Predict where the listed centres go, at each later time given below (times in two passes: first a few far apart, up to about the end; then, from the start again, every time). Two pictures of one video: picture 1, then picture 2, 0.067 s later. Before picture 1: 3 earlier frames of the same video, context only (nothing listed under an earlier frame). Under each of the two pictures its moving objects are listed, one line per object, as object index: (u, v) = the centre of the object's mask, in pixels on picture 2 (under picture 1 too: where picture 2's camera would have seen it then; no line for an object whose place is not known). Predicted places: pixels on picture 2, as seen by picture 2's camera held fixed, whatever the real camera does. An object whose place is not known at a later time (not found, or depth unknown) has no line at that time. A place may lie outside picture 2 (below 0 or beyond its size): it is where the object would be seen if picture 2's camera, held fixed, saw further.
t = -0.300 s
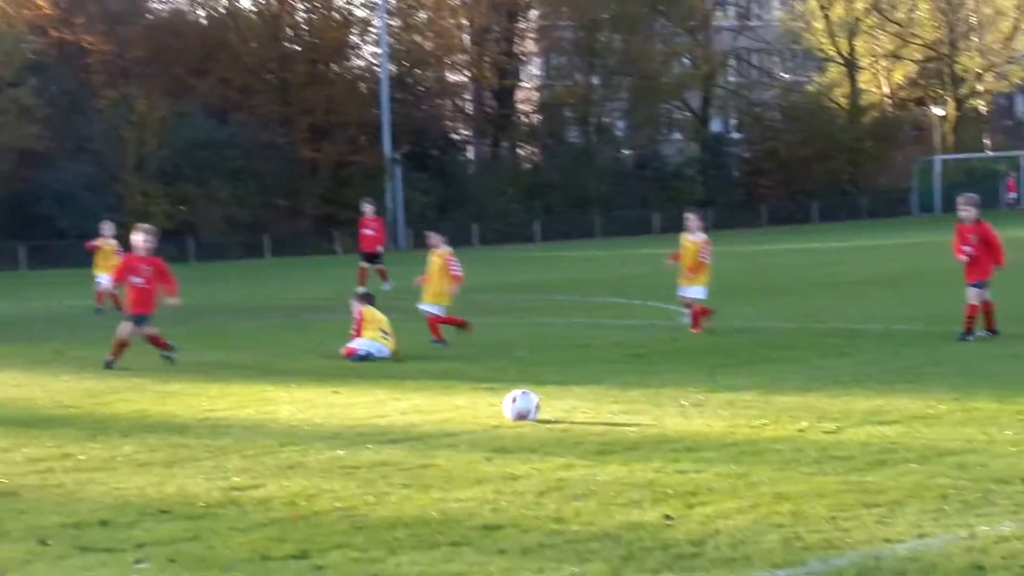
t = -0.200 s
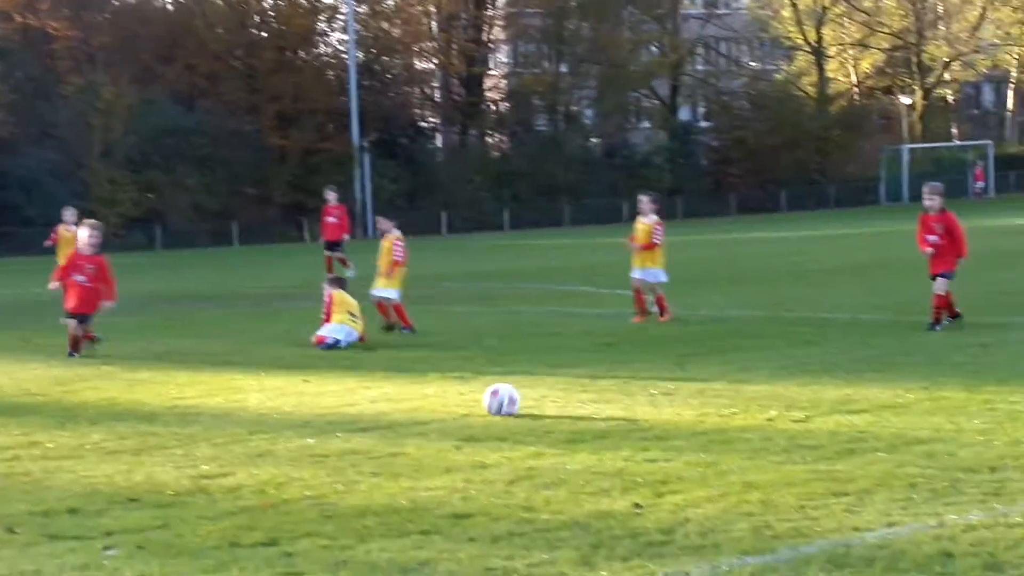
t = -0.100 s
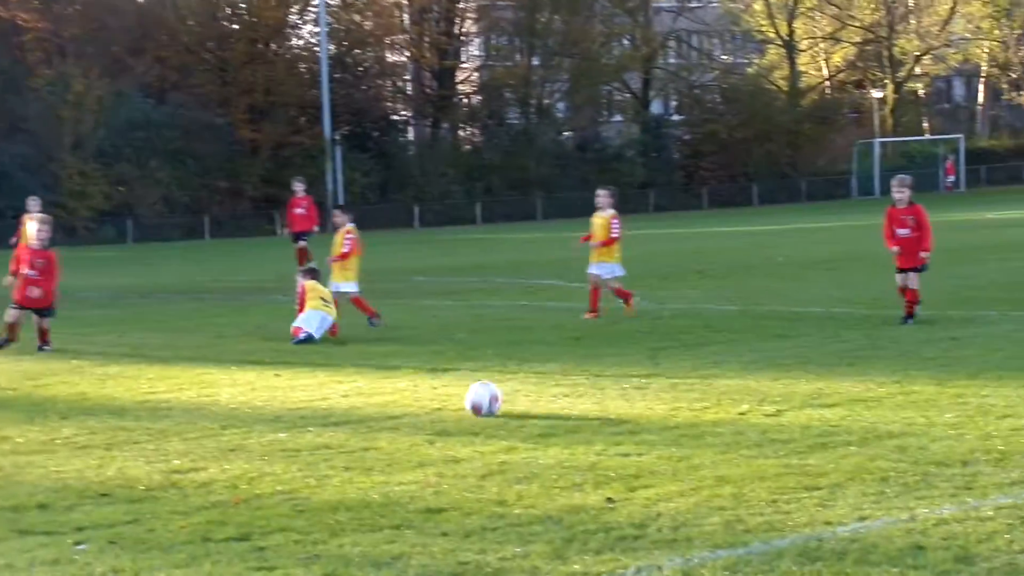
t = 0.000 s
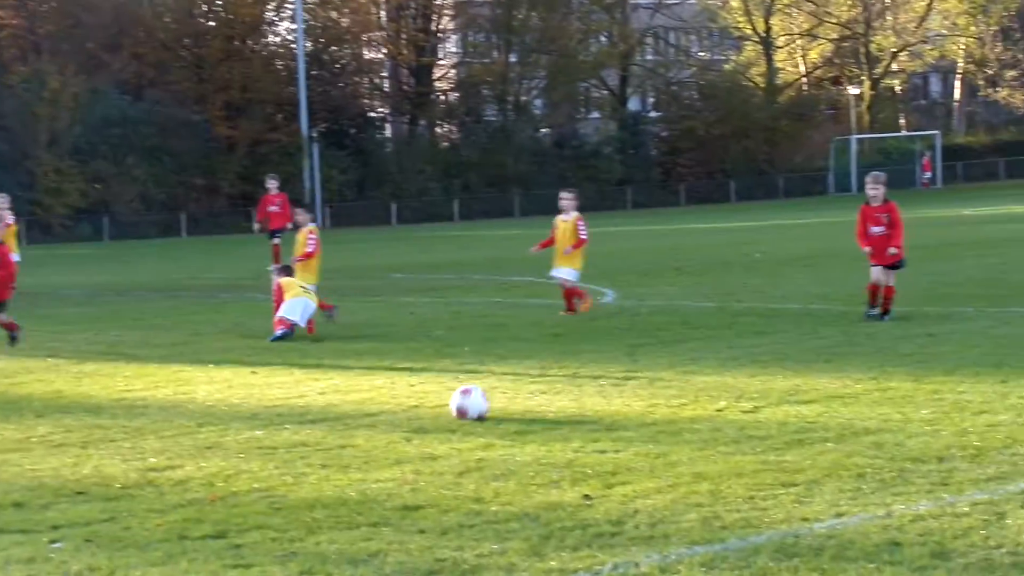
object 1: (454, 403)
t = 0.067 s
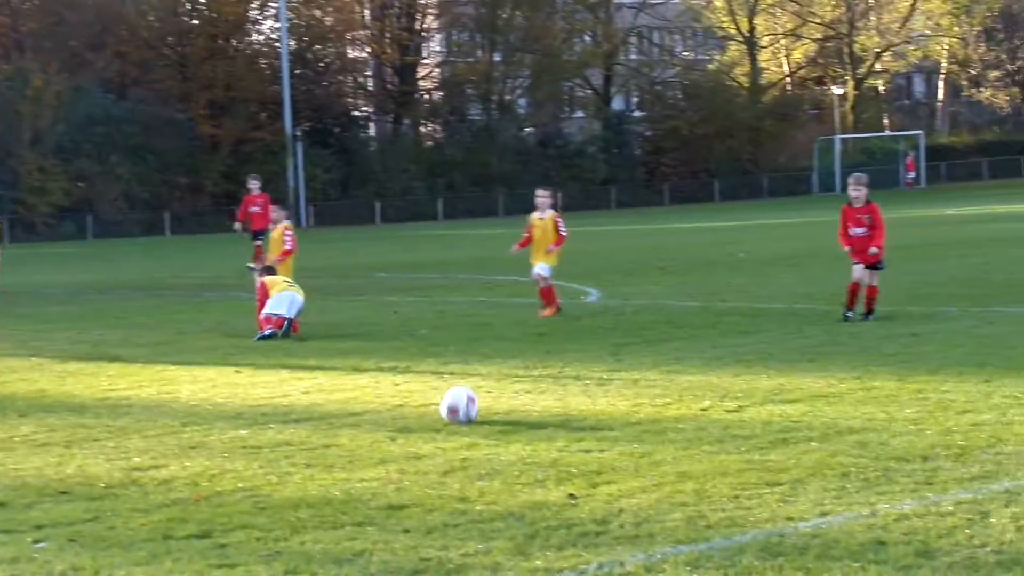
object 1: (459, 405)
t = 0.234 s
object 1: (471, 417)
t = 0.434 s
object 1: (487, 429)
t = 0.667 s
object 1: (509, 444)
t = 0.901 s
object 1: (533, 458)
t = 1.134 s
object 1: (556, 472)
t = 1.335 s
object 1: (578, 487)
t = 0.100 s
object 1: (462, 408)
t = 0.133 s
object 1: (464, 410)
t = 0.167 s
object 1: (467, 412)
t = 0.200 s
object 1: (469, 414)
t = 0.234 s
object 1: (471, 417)
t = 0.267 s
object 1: (474, 420)
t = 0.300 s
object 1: (477, 421)
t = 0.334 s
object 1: (479, 422)
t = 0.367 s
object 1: (482, 425)
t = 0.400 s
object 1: (485, 426)
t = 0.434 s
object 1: (487, 429)
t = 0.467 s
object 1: (491, 432)
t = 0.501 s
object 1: (493, 433)
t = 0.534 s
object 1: (496, 434)
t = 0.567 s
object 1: (499, 436)
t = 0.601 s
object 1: (502, 438)
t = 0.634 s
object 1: (506, 441)
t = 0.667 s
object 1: (509, 444)
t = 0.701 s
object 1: (512, 444)
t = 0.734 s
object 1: (516, 446)
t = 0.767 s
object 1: (519, 449)
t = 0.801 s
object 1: (522, 450)
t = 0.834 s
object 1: (526, 453)
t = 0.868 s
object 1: (529, 455)
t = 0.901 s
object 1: (533, 458)
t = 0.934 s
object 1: (536, 460)
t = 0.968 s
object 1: (540, 462)
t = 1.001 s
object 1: (543, 464)
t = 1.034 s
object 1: (546, 468)
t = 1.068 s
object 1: (550, 469)
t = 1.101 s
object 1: (553, 470)
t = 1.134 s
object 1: (556, 472)
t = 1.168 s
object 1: (560, 475)
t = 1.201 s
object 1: (563, 478)
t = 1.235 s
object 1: (568, 480)
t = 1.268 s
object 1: (571, 483)
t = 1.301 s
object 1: (575, 485)
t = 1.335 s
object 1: (578, 487)
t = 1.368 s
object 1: (583, 490)
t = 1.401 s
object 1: (586, 493)
